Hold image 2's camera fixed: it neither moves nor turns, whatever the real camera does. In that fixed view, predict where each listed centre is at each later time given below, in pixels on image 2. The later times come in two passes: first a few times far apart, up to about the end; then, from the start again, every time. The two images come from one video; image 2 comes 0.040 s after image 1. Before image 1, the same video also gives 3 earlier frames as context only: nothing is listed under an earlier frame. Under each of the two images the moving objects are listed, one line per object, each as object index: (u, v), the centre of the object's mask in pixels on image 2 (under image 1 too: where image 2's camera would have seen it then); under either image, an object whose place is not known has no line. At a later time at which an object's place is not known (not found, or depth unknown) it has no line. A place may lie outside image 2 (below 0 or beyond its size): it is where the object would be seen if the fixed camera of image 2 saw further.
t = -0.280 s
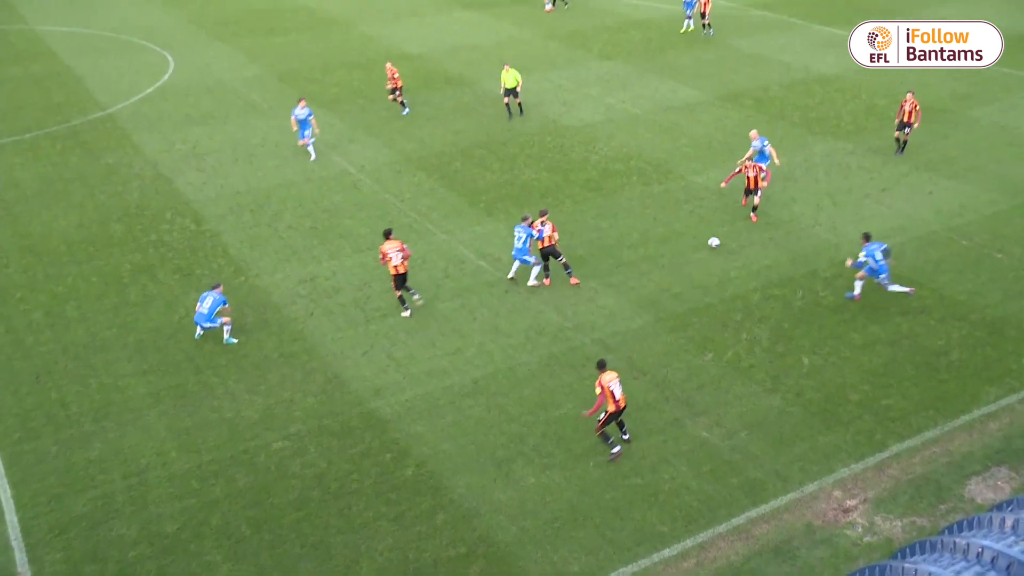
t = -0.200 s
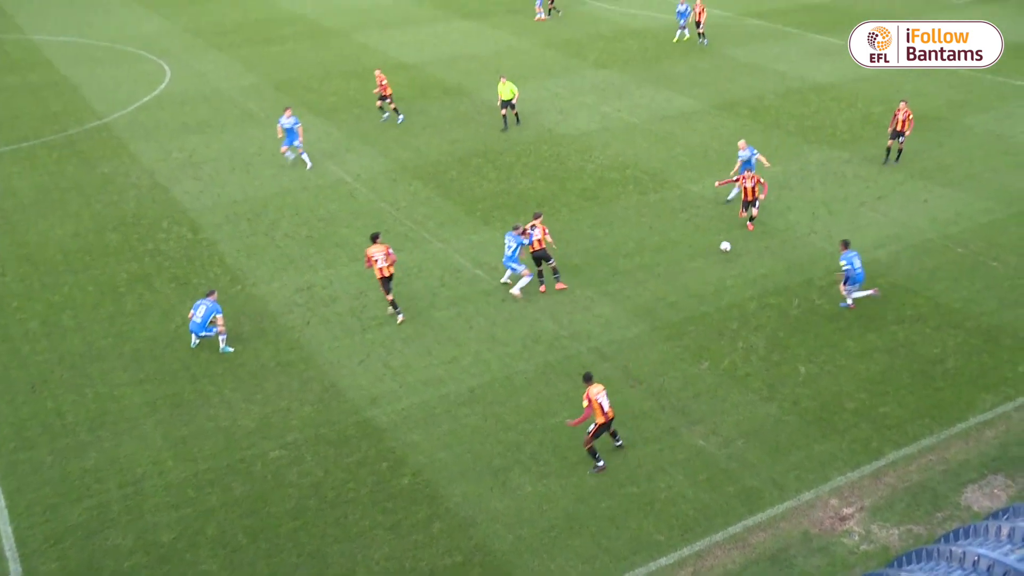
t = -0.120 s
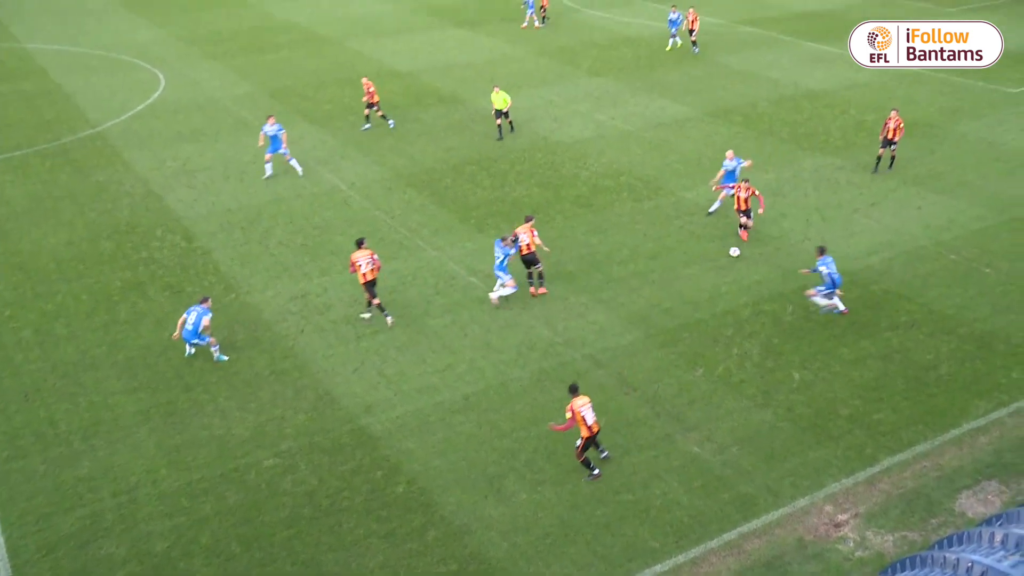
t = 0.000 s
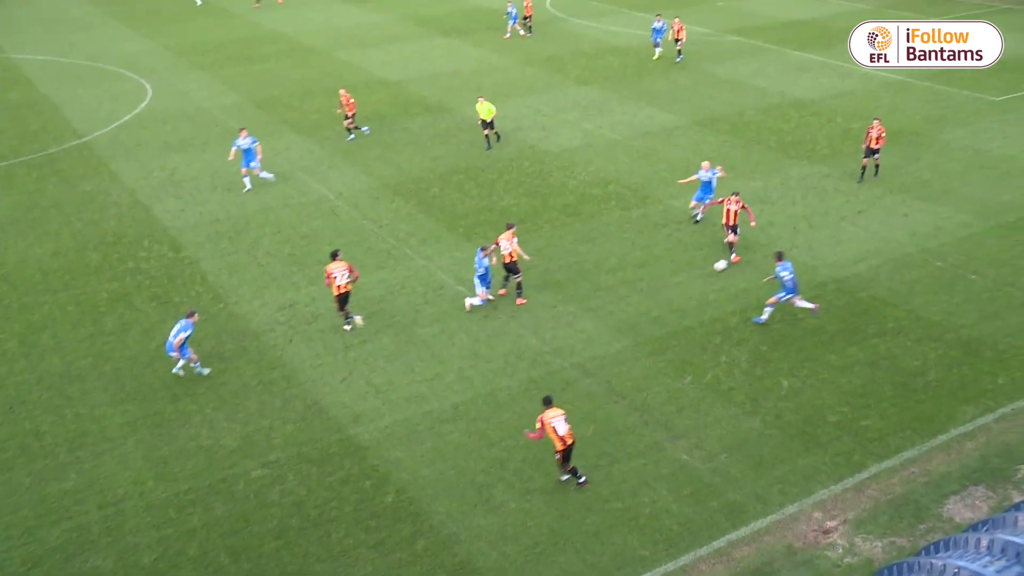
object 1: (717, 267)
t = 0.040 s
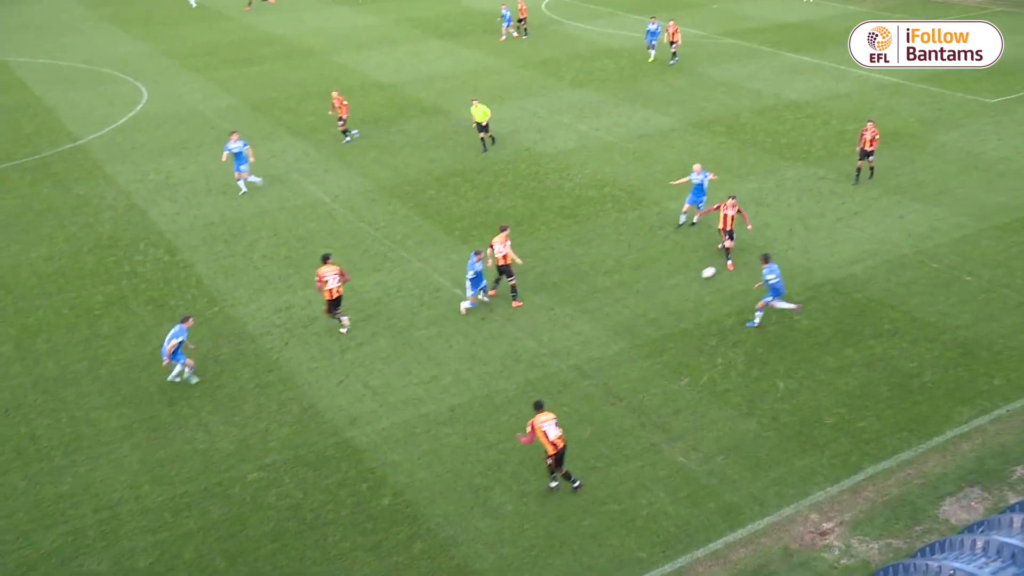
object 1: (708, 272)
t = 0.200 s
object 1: (670, 303)
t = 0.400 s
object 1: (622, 339)
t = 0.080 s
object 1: (699, 279)
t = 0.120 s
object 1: (689, 286)
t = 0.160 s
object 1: (680, 294)
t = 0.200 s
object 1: (670, 303)
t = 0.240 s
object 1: (659, 313)
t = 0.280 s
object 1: (648, 323)
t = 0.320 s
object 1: (640, 328)
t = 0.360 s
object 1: (631, 333)
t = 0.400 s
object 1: (622, 339)
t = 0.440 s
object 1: (613, 346)
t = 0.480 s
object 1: (604, 354)
